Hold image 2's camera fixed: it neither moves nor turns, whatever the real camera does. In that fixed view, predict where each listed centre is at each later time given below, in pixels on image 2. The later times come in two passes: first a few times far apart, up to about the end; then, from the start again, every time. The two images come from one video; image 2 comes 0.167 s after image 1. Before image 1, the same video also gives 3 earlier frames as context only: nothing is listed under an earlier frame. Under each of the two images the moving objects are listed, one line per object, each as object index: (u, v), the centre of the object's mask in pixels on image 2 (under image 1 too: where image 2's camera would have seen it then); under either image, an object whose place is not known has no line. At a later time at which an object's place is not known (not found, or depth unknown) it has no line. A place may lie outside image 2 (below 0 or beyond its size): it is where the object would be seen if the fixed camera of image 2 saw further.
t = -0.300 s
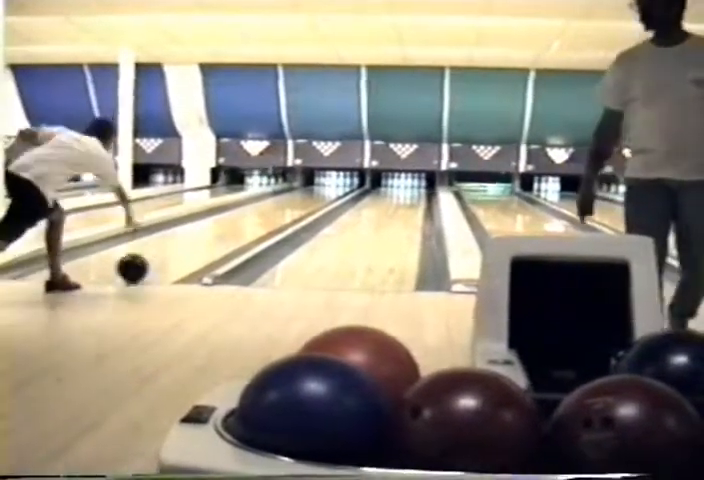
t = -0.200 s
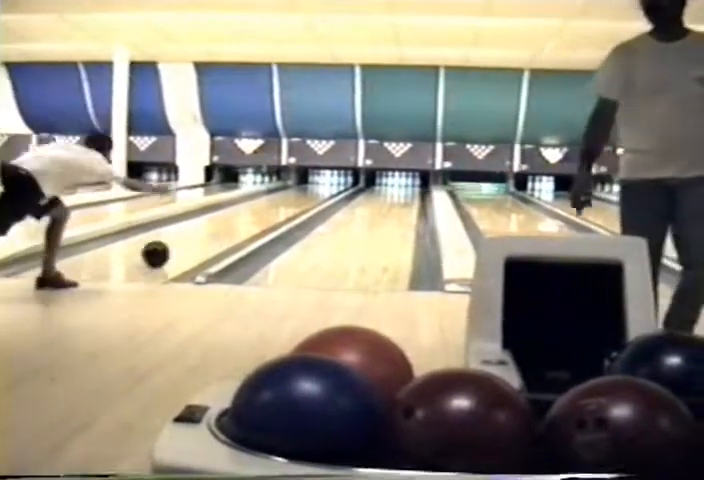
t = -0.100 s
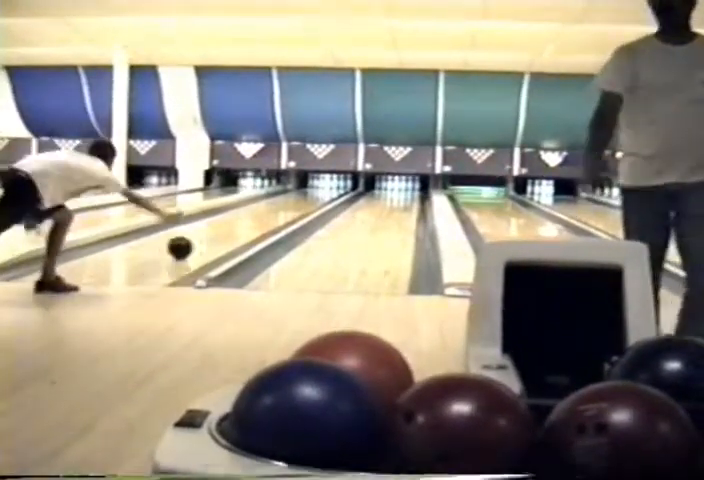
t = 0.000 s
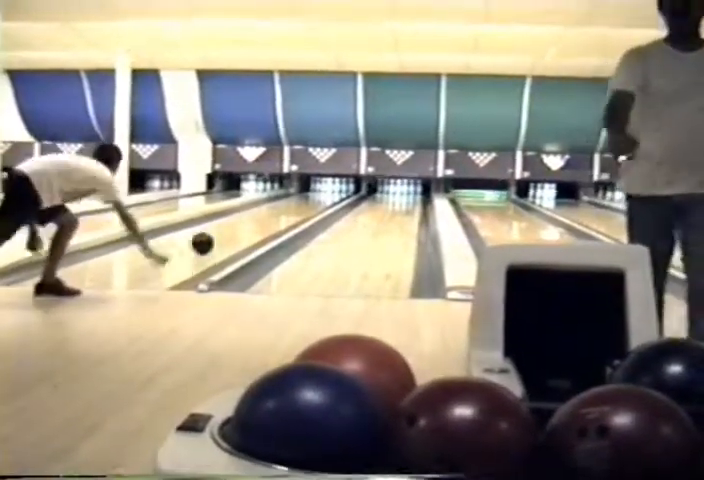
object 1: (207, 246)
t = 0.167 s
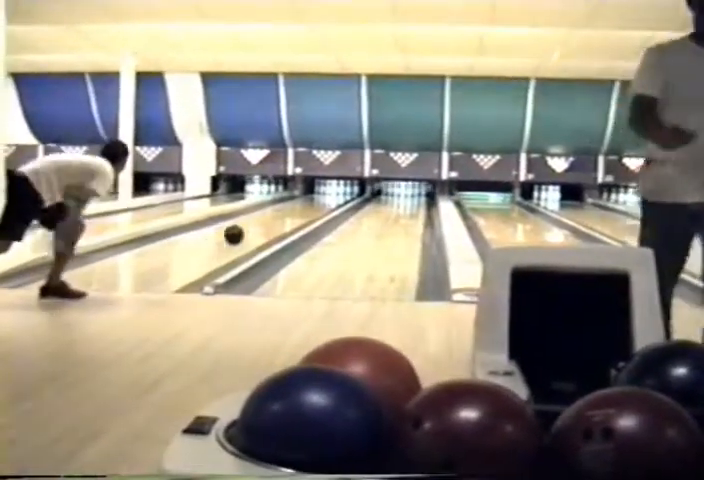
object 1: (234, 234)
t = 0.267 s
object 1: (246, 229)
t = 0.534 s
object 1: (274, 218)
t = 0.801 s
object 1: (293, 211)
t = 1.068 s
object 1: (308, 205)
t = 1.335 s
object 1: (318, 200)
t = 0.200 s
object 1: (238, 232)
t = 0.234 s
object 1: (243, 231)
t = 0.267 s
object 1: (246, 229)
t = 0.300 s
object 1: (251, 227)
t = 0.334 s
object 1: (255, 226)
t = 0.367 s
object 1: (258, 225)
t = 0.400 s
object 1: (261, 224)
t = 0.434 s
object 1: (265, 222)
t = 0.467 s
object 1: (267, 221)
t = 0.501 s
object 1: (270, 219)
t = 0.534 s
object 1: (274, 218)
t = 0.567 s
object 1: (276, 217)
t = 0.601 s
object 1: (280, 216)
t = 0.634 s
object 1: (281, 215)
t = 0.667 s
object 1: (284, 214)
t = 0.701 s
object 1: (286, 213)
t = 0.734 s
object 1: (289, 212)
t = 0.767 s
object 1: (291, 211)
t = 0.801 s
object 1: (293, 211)
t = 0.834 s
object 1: (295, 209)
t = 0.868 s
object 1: (297, 209)
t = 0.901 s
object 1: (299, 208)
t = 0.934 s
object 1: (301, 207)
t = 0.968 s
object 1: (303, 206)
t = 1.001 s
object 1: (303, 206)
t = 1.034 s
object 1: (306, 205)
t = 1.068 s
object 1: (308, 205)
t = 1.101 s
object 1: (309, 204)
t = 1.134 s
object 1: (310, 204)
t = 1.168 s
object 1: (312, 203)
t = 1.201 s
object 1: (313, 202)
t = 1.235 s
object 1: (315, 202)
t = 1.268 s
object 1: (316, 201)
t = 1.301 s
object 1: (317, 200)
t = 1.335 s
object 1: (318, 200)
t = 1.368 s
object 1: (321, 199)
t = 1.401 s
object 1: (320, 199)
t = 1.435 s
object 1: (322, 198)
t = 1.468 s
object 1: (322, 198)
